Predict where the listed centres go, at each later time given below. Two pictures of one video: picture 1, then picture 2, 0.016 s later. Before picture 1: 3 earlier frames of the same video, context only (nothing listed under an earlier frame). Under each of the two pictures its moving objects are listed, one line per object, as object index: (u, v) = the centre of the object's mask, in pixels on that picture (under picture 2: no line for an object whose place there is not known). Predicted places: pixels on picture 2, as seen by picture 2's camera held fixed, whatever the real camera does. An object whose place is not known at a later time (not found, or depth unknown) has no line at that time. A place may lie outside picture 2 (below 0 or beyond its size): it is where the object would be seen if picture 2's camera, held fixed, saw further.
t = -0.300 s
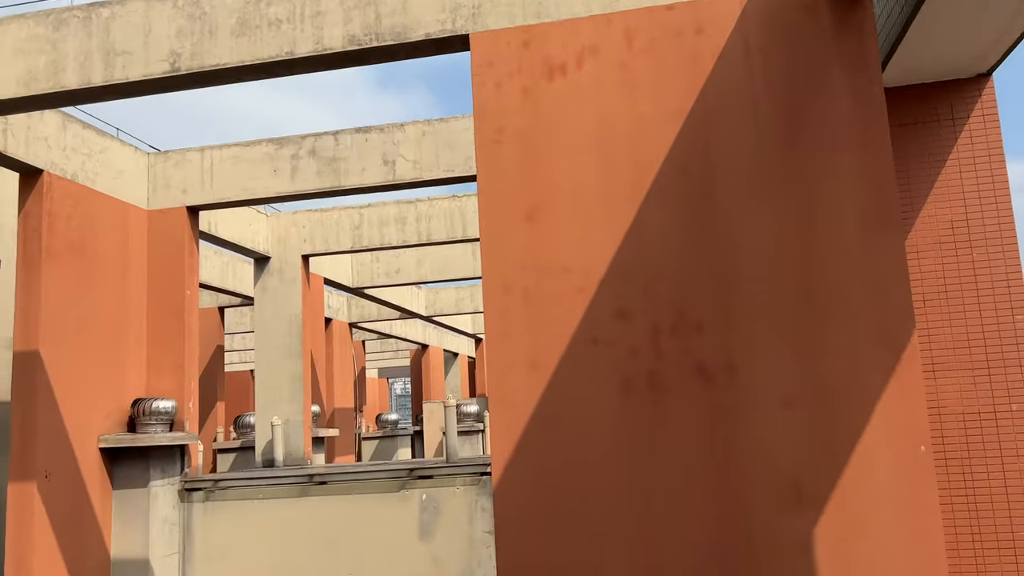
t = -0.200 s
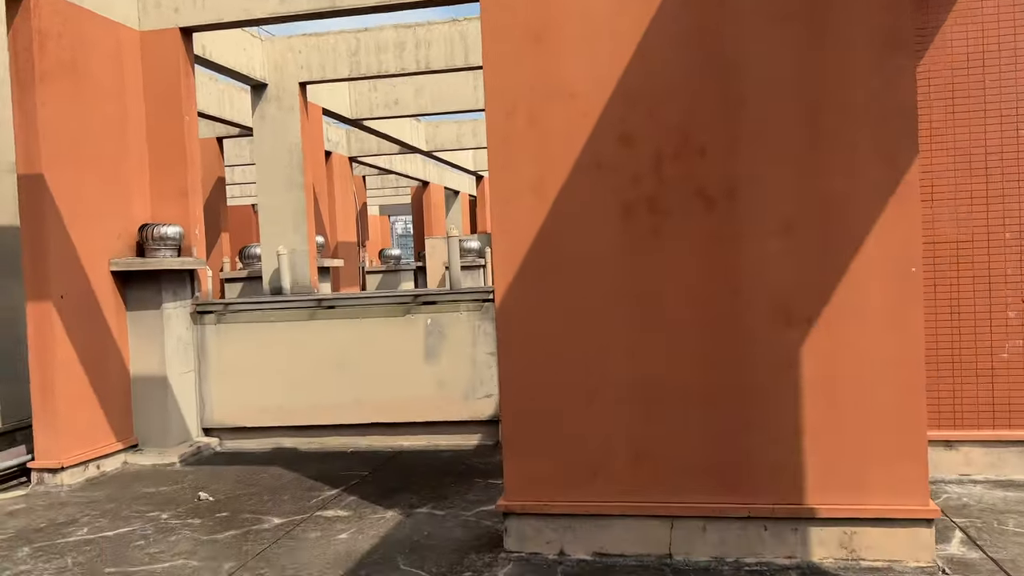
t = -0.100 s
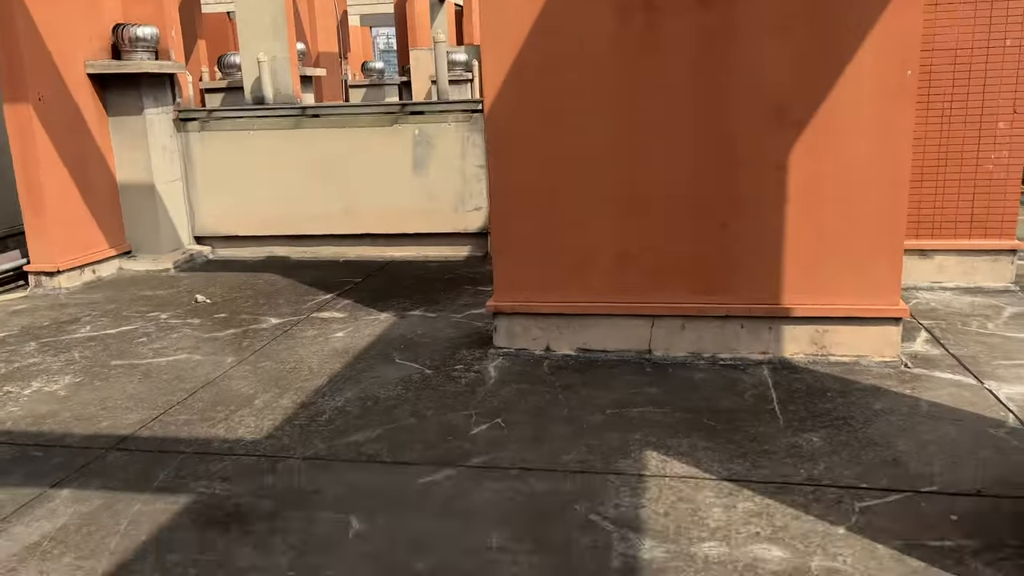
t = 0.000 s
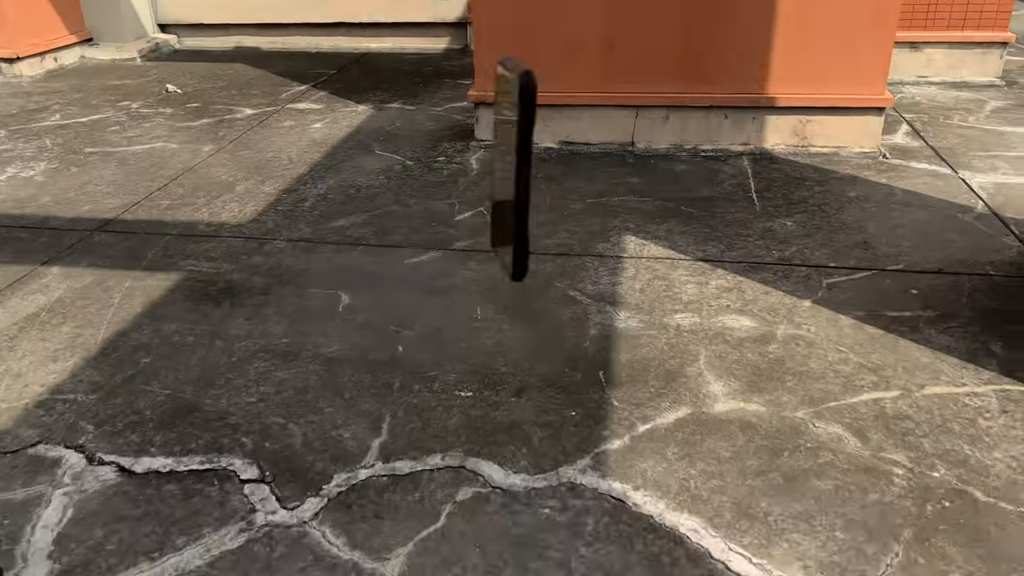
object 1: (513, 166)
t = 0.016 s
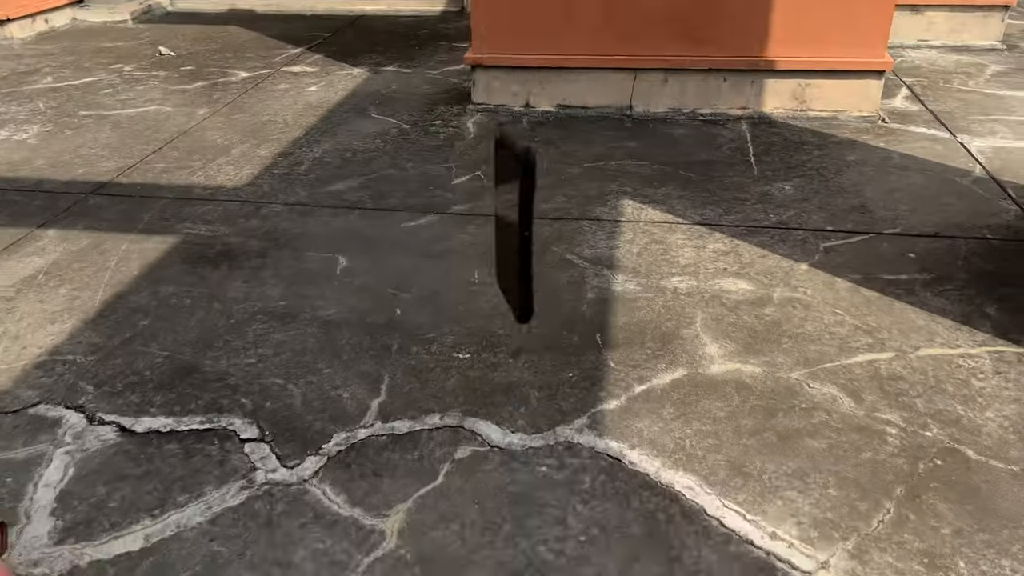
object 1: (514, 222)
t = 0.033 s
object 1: (518, 302)
